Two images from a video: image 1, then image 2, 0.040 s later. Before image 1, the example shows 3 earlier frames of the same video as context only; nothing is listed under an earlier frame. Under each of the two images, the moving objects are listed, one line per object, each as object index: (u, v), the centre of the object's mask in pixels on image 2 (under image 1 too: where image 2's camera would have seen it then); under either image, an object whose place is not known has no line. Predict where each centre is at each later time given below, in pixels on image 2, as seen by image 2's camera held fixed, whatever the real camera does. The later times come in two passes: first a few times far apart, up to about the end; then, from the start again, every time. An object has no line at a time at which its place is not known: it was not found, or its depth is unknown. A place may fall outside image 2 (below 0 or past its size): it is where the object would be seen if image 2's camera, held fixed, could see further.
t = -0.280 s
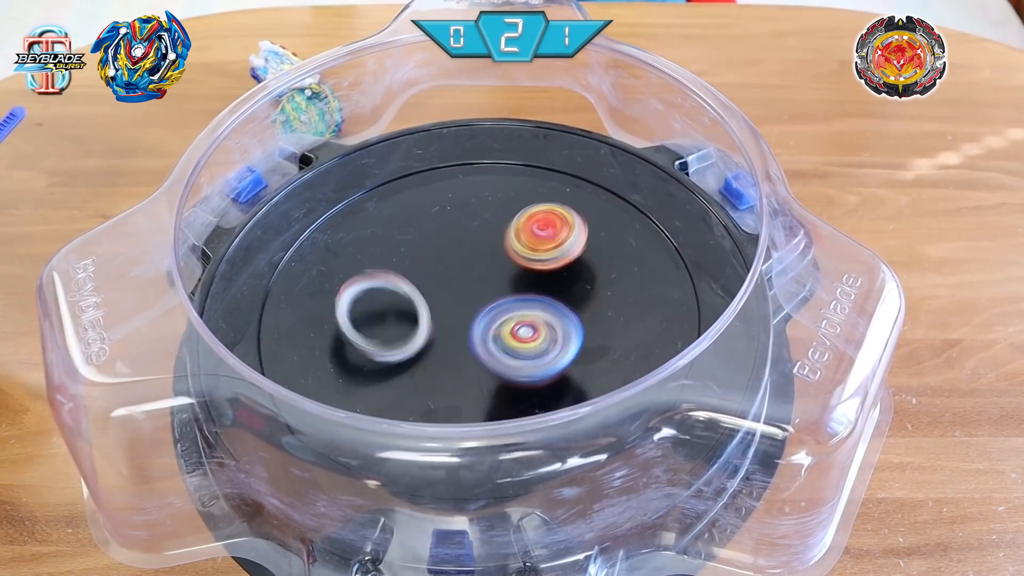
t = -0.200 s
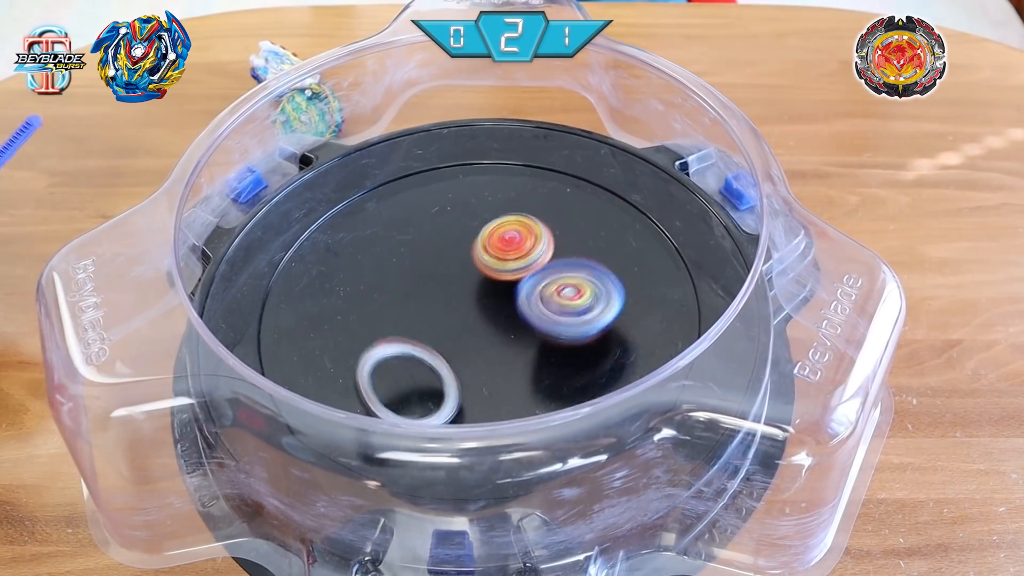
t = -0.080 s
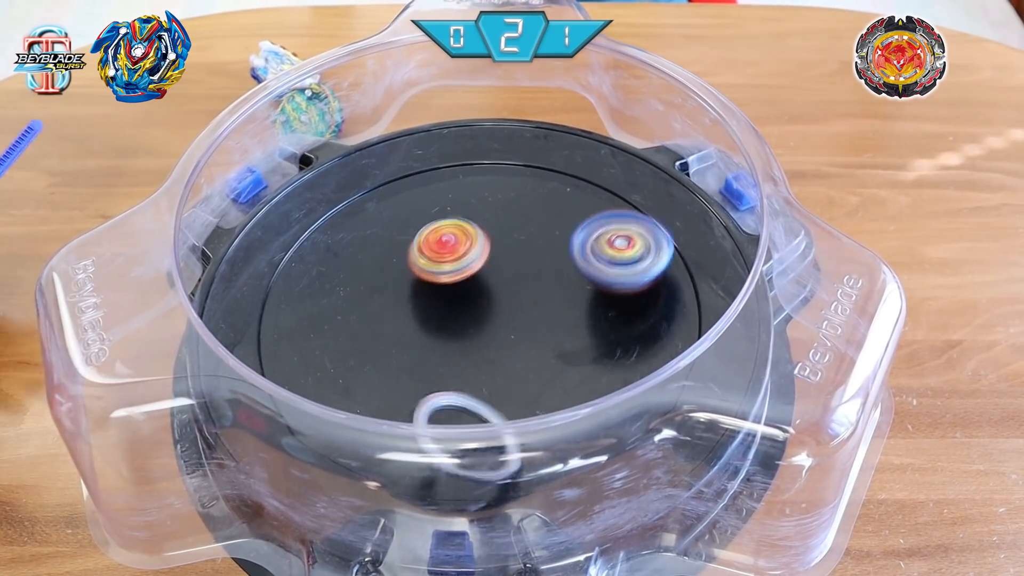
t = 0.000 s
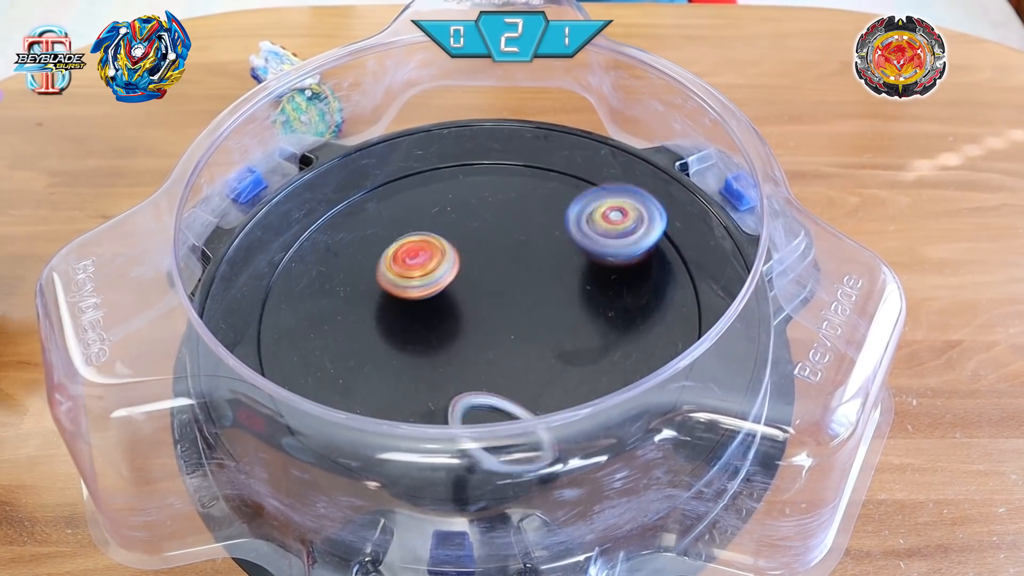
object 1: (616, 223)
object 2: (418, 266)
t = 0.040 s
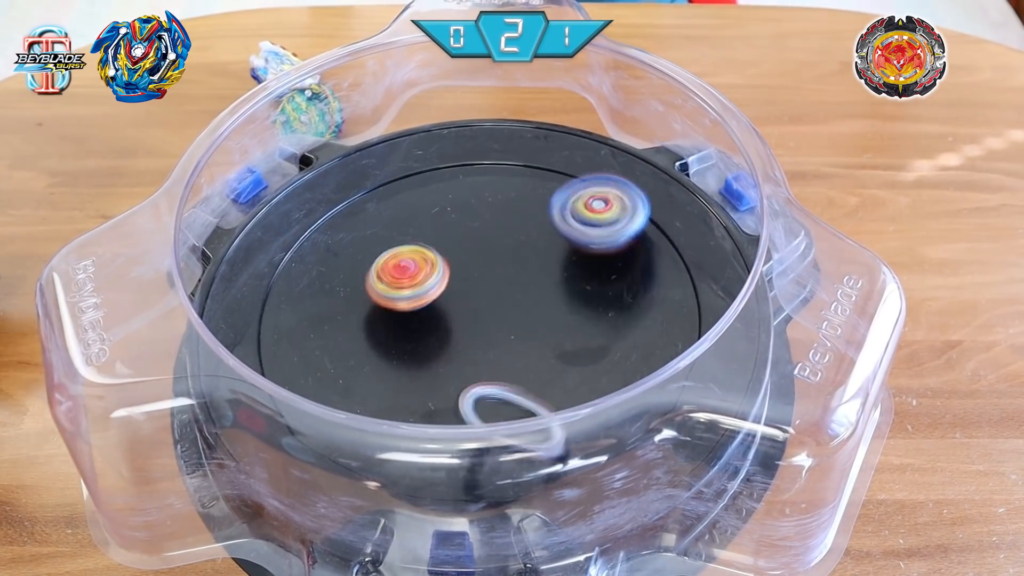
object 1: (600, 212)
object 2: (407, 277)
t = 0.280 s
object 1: (390, 217)
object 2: (400, 348)
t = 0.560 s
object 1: (280, 378)
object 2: (472, 369)
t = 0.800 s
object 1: (537, 433)
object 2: (509, 311)
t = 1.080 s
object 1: (610, 229)
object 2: (485, 264)
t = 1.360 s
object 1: (368, 174)
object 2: (454, 256)
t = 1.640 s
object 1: (303, 358)
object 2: (450, 277)
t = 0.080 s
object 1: (576, 203)
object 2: (399, 289)
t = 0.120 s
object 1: (546, 198)
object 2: (395, 302)
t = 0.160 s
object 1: (510, 194)
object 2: (394, 314)
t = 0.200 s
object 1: (470, 196)
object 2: (394, 326)
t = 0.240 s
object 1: (430, 204)
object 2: (396, 337)
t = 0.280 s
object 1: (390, 217)
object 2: (400, 348)
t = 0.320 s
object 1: (348, 231)
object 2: (405, 357)
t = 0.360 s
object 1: (308, 243)
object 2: (413, 365)
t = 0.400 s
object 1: (277, 261)
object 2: (423, 372)
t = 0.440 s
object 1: (256, 283)
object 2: (433, 376)
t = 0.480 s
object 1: (257, 311)
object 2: (446, 377)
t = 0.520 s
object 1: (271, 337)
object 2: (460, 374)
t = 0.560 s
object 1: (280, 378)
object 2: (472, 369)
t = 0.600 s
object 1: (309, 410)
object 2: (483, 362)
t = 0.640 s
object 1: (350, 437)
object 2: (492, 352)
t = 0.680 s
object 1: (402, 454)
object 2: (499, 343)
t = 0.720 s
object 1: (462, 464)
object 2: (504, 333)
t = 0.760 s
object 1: (503, 454)
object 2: (507, 322)
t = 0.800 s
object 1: (537, 433)
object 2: (509, 311)
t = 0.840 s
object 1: (556, 390)
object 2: (509, 301)
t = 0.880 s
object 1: (586, 373)
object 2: (505, 292)
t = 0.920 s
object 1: (612, 351)
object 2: (503, 285)
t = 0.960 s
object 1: (629, 324)
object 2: (499, 279)
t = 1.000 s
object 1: (633, 291)
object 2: (495, 273)
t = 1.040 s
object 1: (626, 259)
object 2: (490, 268)
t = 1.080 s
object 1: (610, 229)
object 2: (485, 264)
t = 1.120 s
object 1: (586, 205)
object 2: (480, 261)
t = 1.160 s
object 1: (556, 185)
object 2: (475, 258)
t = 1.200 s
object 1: (521, 172)
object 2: (470, 256)
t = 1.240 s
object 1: (484, 163)
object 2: (466, 255)
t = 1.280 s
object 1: (446, 161)
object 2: (461, 254)
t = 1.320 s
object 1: (406, 166)
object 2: (457, 255)
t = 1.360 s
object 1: (368, 174)
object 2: (454, 256)
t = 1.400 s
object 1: (333, 187)
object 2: (451, 257)
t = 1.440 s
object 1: (306, 210)
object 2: (450, 259)
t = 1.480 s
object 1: (286, 237)
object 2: (448, 262)
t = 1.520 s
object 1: (272, 268)
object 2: (448, 265)
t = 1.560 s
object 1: (268, 301)
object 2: (448, 268)
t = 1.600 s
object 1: (278, 333)
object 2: (448, 272)
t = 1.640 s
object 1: (303, 358)
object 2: (450, 277)
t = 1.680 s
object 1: (339, 378)
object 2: (453, 281)
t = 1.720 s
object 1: (382, 391)
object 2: (455, 285)
